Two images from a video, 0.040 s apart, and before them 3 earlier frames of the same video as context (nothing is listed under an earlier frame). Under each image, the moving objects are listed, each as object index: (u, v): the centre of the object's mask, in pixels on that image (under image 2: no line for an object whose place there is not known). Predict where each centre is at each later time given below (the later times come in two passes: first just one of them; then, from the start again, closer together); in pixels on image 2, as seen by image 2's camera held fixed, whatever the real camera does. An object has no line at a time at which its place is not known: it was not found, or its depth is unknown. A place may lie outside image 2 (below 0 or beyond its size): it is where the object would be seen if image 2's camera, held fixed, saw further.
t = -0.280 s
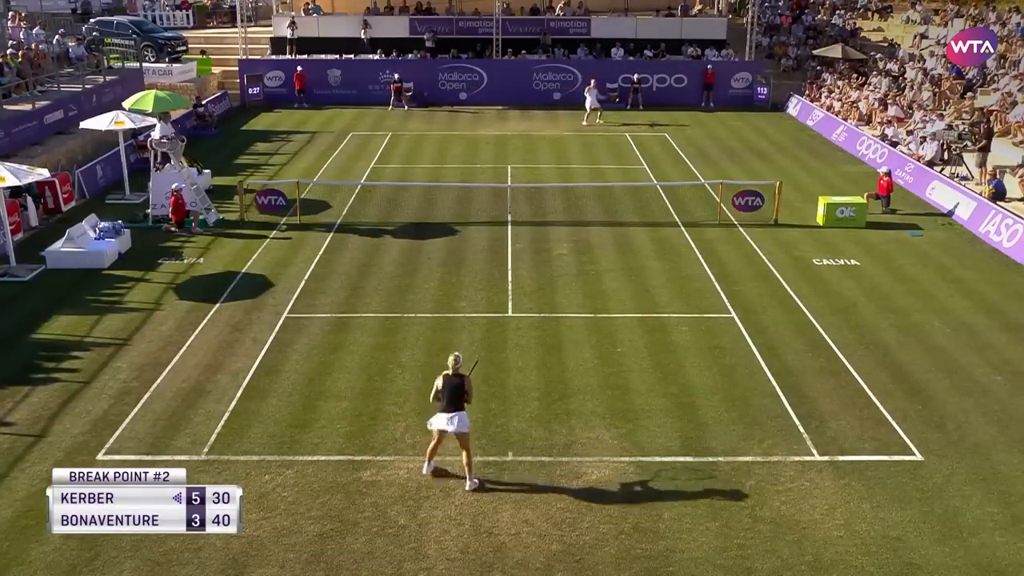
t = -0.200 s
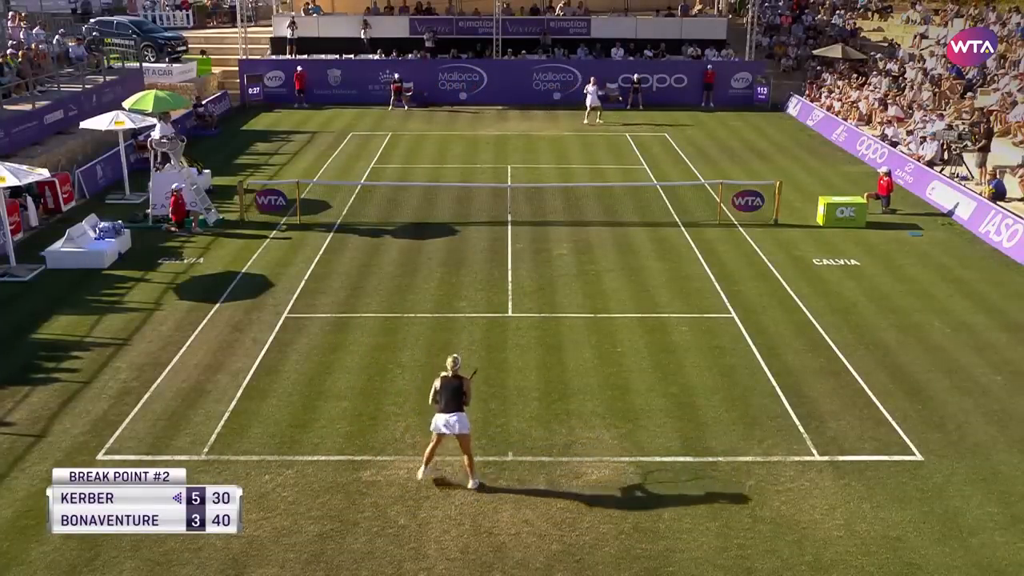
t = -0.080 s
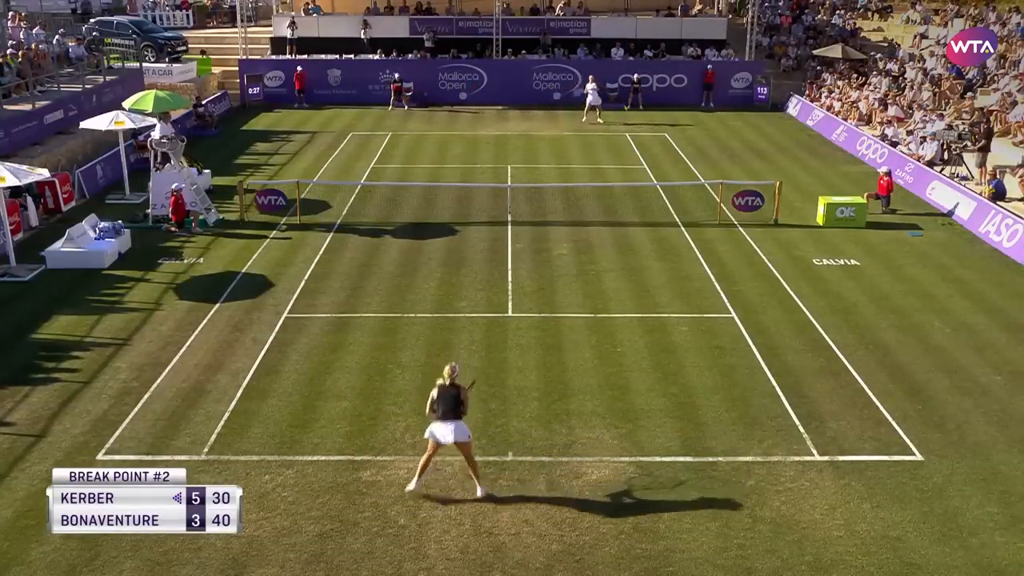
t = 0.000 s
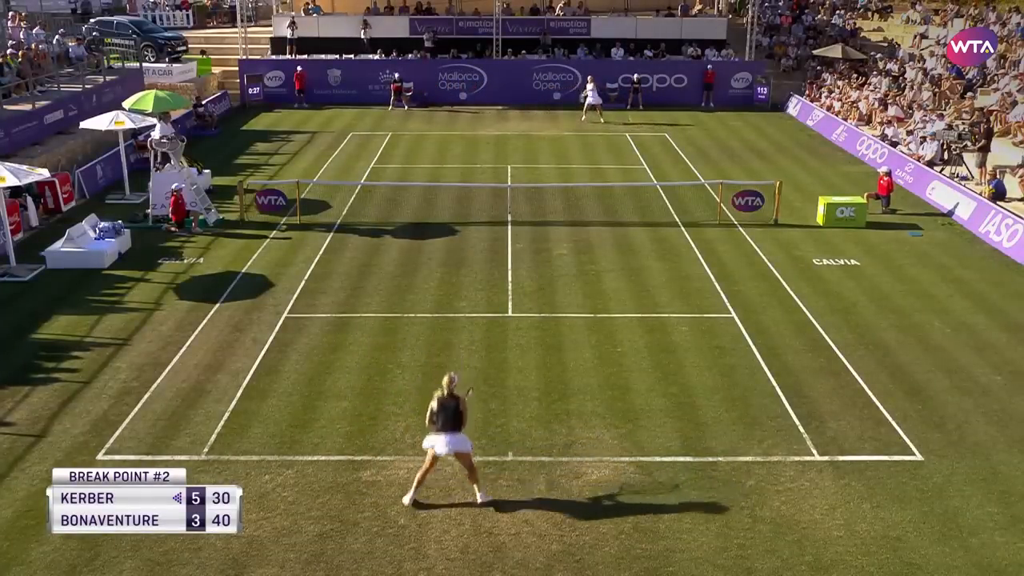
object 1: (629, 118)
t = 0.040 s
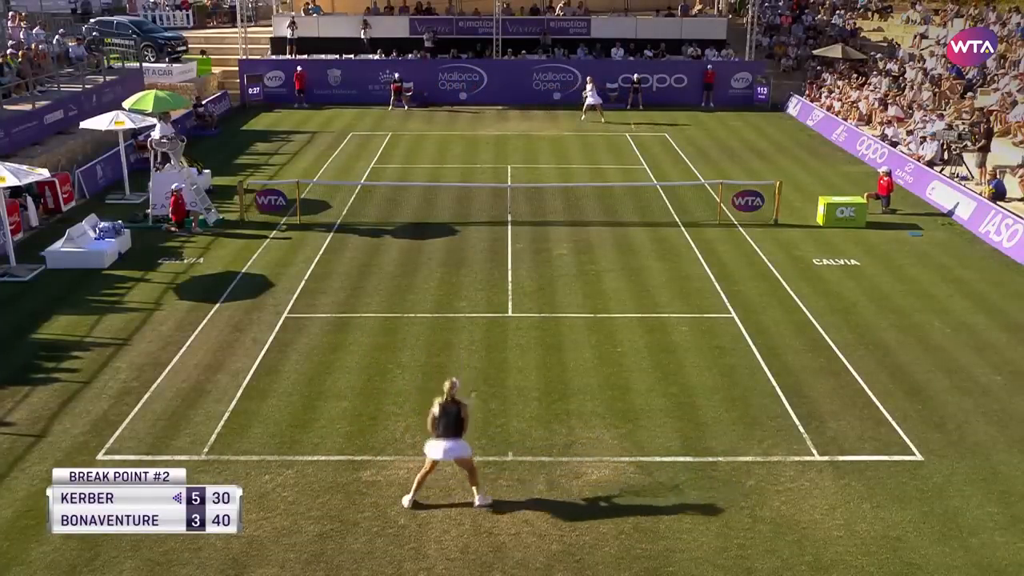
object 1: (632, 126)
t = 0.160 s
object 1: (641, 154)
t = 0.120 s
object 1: (638, 143)
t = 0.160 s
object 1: (641, 154)
